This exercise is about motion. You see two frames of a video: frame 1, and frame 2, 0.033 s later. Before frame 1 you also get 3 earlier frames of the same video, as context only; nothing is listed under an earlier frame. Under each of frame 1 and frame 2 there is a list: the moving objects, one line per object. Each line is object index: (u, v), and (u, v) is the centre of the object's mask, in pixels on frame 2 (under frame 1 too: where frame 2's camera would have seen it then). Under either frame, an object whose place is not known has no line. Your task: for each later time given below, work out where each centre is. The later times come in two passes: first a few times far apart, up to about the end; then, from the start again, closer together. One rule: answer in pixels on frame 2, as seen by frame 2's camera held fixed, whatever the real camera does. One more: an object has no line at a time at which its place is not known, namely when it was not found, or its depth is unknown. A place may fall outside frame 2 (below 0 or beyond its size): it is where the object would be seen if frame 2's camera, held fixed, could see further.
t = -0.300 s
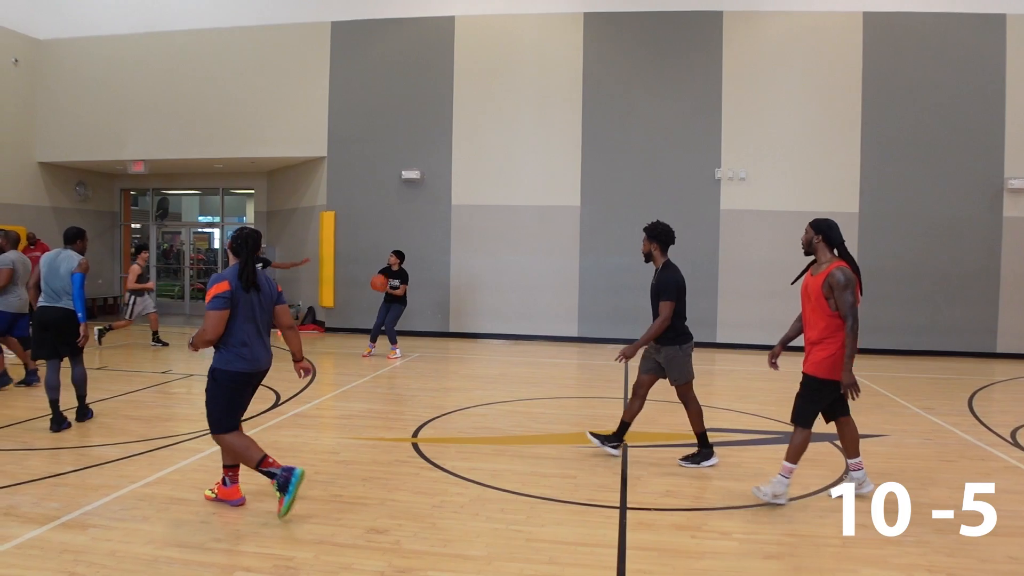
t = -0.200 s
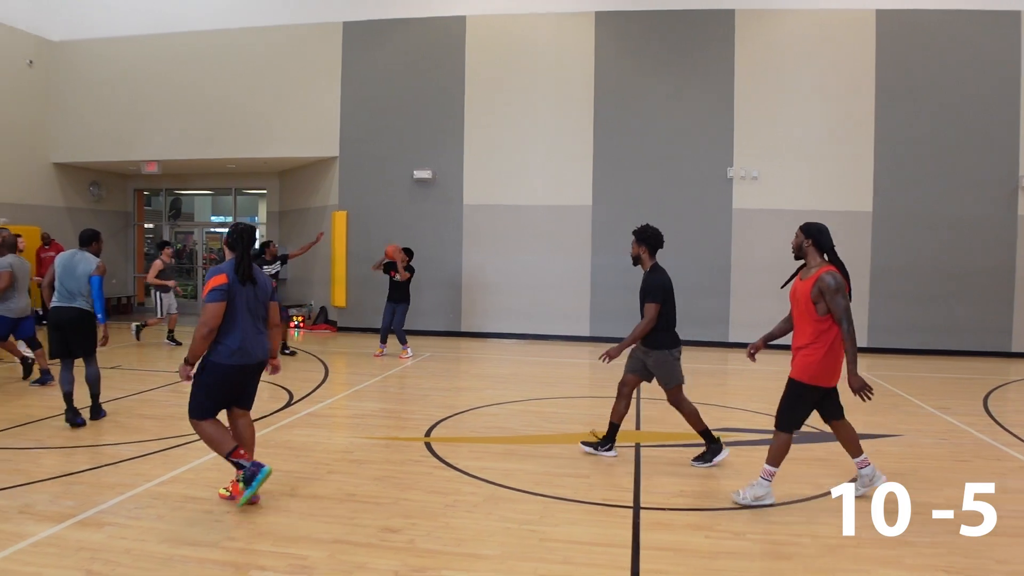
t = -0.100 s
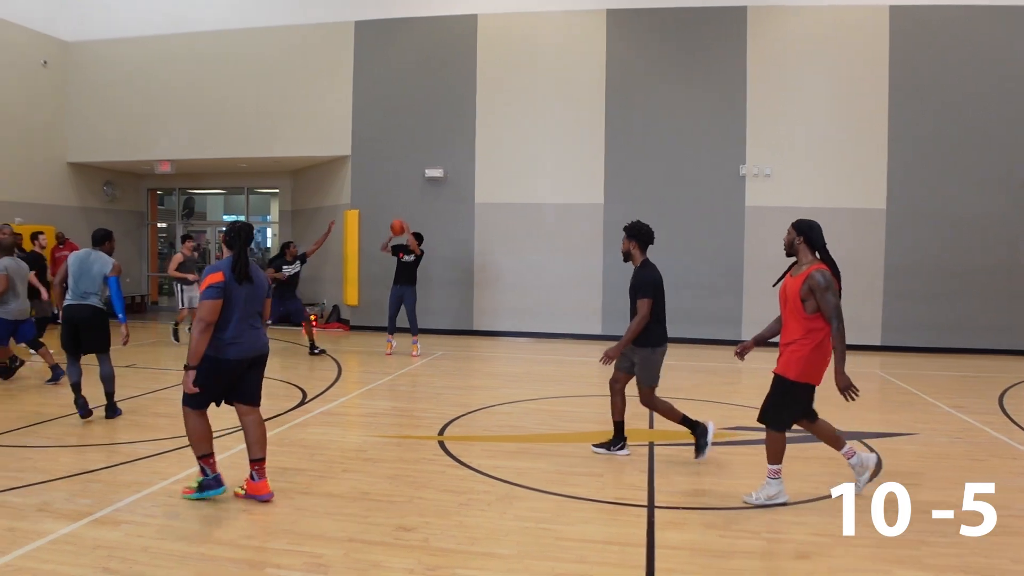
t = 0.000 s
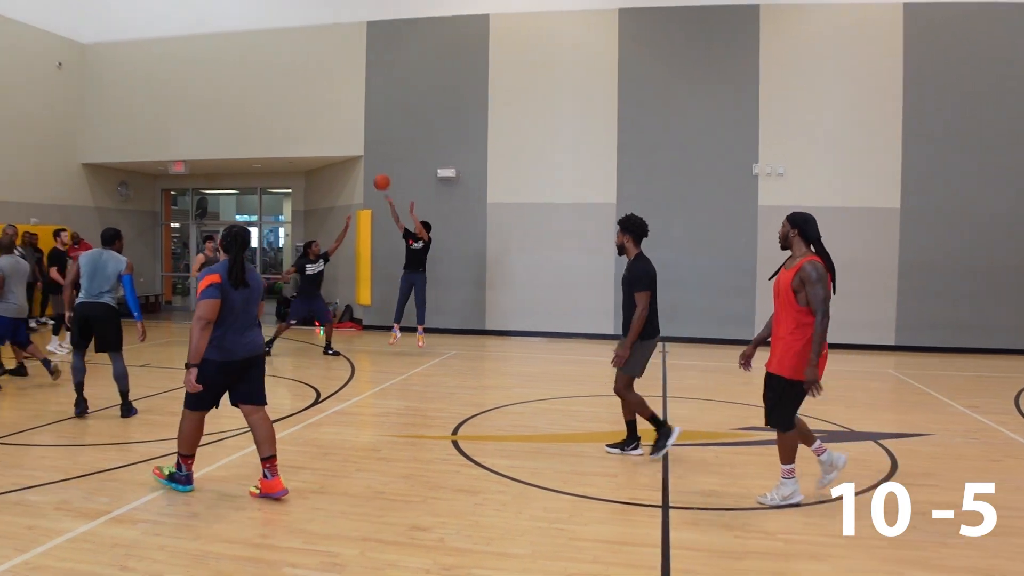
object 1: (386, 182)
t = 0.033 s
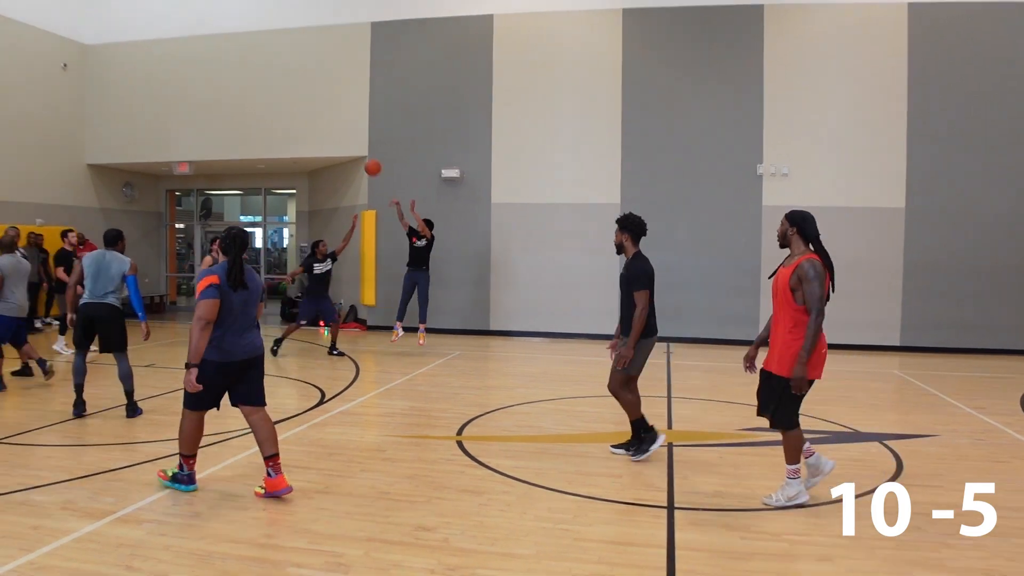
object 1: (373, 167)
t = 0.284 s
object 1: (271, 74)
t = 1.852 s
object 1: (-31, 91)
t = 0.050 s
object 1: (366, 160)
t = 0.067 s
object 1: (359, 153)
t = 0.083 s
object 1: (352, 146)
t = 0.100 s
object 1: (346, 139)
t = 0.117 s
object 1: (339, 132)
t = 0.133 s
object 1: (333, 126)
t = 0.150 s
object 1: (326, 119)
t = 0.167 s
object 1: (319, 113)
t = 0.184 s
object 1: (313, 107)
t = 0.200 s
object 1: (306, 101)
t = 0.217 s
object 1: (299, 95)
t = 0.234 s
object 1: (292, 90)
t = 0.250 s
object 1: (285, 85)
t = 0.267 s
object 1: (278, 80)
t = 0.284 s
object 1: (271, 74)
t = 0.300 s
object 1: (264, 70)
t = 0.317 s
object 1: (256, 65)
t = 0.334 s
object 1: (250, 61)
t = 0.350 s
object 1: (242, 57)
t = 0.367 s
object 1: (236, 53)
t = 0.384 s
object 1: (228, 48)
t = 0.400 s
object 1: (221, 45)
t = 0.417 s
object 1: (214, 42)
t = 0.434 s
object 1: (207, 38)
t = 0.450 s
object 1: (199, 35)
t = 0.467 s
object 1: (192, 32)
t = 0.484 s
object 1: (185, 29)
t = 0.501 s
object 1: (177, 26)
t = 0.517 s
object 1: (170, 24)
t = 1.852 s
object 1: (-31, 91)
